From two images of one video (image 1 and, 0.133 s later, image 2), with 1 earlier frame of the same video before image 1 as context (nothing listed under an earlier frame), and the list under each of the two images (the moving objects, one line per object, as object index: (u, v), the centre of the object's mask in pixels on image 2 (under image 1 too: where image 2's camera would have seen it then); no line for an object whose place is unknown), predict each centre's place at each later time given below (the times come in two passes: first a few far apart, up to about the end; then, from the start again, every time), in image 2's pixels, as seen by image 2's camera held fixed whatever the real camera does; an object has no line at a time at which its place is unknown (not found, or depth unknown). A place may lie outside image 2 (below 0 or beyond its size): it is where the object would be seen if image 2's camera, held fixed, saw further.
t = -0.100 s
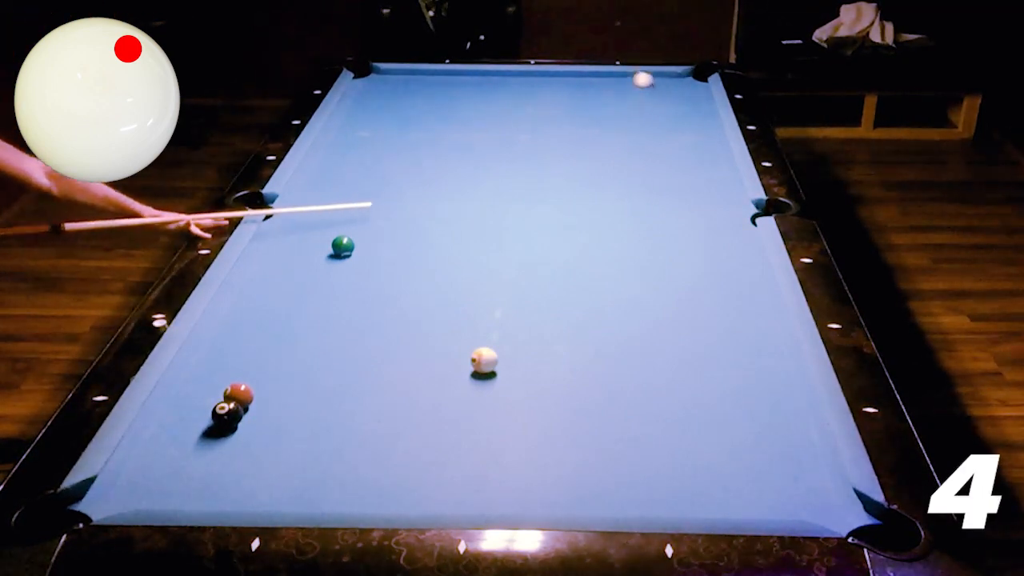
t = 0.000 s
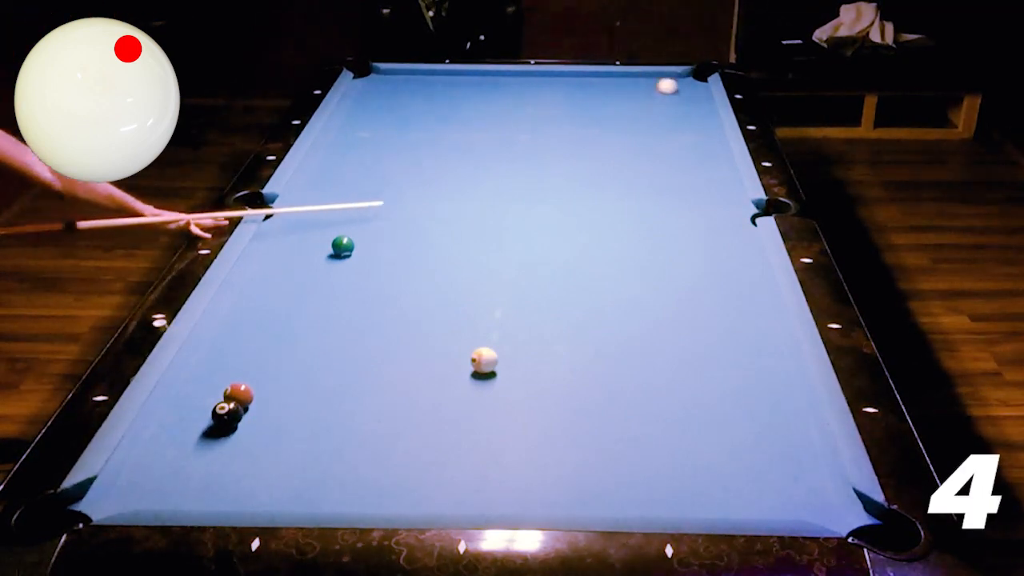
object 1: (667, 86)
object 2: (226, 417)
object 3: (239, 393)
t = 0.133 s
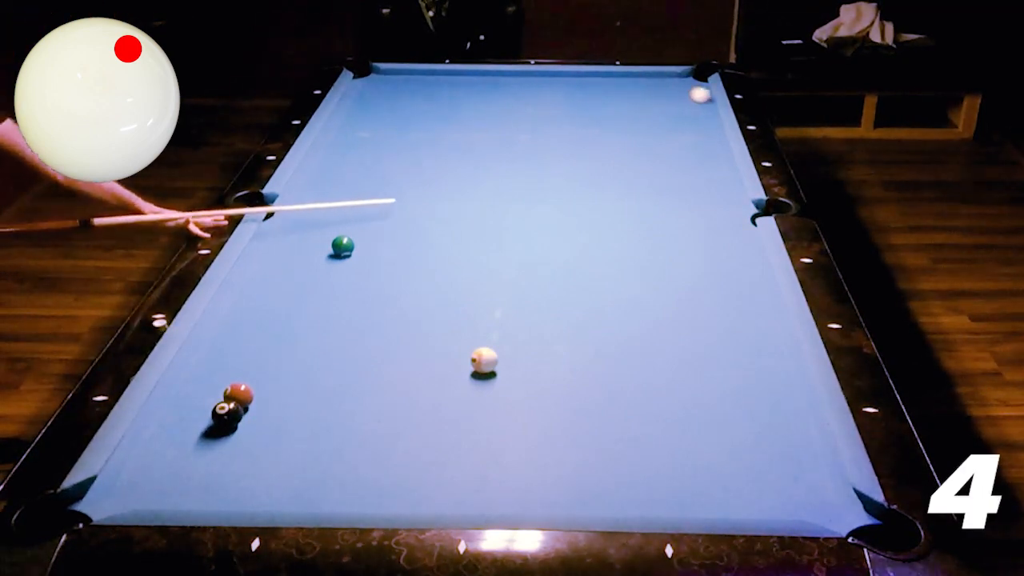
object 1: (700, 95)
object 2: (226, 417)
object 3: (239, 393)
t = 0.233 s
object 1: (697, 102)
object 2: (226, 417)
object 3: (239, 393)
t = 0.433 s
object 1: (676, 116)
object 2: (226, 417)
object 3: (239, 393)
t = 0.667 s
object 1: (650, 133)
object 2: (226, 417)
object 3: (239, 393)
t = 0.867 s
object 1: (627, 149)
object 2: (226, 417)
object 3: (239, 393)
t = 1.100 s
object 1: (599, 168)
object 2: (226, 417)
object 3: (239, 393)
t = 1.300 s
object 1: (573, 186)
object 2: (226, 417)
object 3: (239, 393)
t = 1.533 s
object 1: (542, 206)
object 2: (226, 417)
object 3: (239, 393)
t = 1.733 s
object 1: (514, 226)
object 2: (226, 417)
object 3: (239, 393)
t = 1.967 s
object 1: (480, 249)
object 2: (226, 417)
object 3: (239, 393)
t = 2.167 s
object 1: (449, 269)
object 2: (226, 417)
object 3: (239, 393)
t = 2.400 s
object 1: (410, 295)
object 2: (226, 417)
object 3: (239, 393)
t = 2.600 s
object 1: (375, 318)
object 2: (226, 417)
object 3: (239, 393)
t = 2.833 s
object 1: (331, 347)
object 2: (226, 417)
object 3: (239, 393)
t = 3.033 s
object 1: (291, 373)
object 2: (226, 417)
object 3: (239, 393)
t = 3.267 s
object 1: (267, 393)
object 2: (223, 424)
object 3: (222, 397)
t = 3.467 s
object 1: (264, 404)
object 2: (216, 432)
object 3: (201, 398)
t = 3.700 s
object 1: (261, 416)
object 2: (209, 443)
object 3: (178, 399)
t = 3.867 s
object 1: (260, 425)
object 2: (206, 447)
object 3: (164, 399)
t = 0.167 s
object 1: (704, 98)
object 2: (226, 417)
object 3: (239, 393)
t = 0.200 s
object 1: (700, 99)
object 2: (226, 417)
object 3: (239, 393)
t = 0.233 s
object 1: (697, 102)
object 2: (226, 417)
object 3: (239, 393)
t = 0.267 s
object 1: (693, 104)
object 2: (226, 417)
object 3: (239, 393)
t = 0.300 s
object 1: (689, 106)
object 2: (226, 417)
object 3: (239, 393)
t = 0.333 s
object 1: (686, 109)
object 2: (226, 417)
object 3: (239, 393)
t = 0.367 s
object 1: (683, 111)
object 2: (226, 417)
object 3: (239, 393)
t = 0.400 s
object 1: (679, 113)
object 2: (226, 417)
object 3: (239, 393)
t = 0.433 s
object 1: (676, 116)
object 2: (226, 417)
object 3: (239, 393)
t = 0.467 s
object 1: (672, 119)
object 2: (226, 417)
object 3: (239, 393)
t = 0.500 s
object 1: (668, 121)
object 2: (226, 417)
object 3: (239, 393)
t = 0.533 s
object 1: (665, 124)
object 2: (226, 417)
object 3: (239, 393)
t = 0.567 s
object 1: (661, 126)
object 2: (226, 417)
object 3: (239, 393)
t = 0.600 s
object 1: (658, 128)
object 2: (226, 417)
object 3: (239, 393)
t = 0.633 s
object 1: (654, 131)
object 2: (226, 417)
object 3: (239, 393)
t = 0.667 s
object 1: (650, 133)
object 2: (226, 417)
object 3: (239, 393)
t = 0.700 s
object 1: (646, 136)
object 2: (226, 417)
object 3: (239, 393)
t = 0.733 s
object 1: (642, 138)
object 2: (226, 417)
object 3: (239, 393)
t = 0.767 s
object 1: (639, 141)
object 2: (226, 417)
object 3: (239, 393)
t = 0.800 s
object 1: (635, 144)
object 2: (226, 417)
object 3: (239, 393)
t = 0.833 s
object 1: (631, 146)
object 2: (226, 417)
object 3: (239, 393)
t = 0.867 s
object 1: (627, 149)
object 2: (226, 417)
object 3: (239, 393)
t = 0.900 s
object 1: (623, 151)
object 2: (226, 417)
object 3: (239, 393)
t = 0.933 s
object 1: (619, 154)
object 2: (226, 417)
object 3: (239, 393)
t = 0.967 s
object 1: (615, 157)
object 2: (226, 417)
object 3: (239, 393)
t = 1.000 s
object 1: (611, 160)
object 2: (226, 417)
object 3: (239, 393)
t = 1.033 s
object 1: (607, 163)
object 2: (226, 417)
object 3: (239, 393)
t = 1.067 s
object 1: (603, 166)
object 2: (226, 417)
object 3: (239, 393)
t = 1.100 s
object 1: (599, 168)
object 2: (226, 417)
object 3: (239, 393)
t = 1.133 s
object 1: (594, 171)
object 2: (226, 417)
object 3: (239, 393)
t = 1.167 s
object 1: (590, 174)
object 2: (226, 417)
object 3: (239, 393)
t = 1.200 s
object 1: (586, 177)
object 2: (226, 417)
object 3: (239, 393)
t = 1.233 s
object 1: (582, 179)
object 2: (226, 417)
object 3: (239, 393)
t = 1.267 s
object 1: (578, 183)
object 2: (226, 417)
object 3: (239, 393)
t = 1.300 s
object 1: (573, 186)
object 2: (226, 417)
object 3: (239, 393)
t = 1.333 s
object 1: (569, 188)
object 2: (226, 417)
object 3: (239, 393)
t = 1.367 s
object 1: (564, 191)
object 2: (226, 417)
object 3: (239, 393)
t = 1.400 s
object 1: (560, 194)
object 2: (226, 417)
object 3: (239, 393)
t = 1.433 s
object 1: (556, 197)
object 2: (226, 417)
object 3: (239, 393)
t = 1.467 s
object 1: (551, 201)
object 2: (226, 417)
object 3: (239, 393)
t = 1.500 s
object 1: (547, 203)
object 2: (226, 417)
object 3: (239, 393)
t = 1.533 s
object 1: (542, 206)
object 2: (226, 417)
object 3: (239, 393)
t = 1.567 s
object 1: (538, 210)
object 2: (226, 417)
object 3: (239, 393)
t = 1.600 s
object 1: (533, 213)
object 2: (226, 417)
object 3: (239, 393)
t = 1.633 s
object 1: (528, 216)
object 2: (226, 417)
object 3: (239, 393)
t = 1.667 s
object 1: (524, 219)
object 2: (226, 417)
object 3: (239, 393)
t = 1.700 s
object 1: (519, 222)
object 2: (226, 417)
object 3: (239, 393)
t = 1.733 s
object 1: (514, 226)
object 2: (226, 417)
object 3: (239, 393)
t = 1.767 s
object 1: (510, 229)
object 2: (226, 417)
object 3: (239, 393)
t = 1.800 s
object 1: (505, 232)
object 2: (226, 417)
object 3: (239, 393)
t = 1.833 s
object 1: (500, 235)
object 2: (226, 417)
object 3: (239, 393)
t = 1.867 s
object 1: (495, 238)
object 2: (226, 417)
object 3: (239, 393)
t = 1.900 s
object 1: (490, 242)
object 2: (226, 417)
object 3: (239, 393)
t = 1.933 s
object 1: (485, 245)
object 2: (226, 417)
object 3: (239, 393)
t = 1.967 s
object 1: (480, 249)
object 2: (226, 417)
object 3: (239, 393)
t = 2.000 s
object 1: (475, 252)
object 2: (226, 417)
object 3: (239, 393)
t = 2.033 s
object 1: (470, 255)
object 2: (226, 417)
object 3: (239, 393)
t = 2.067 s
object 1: (465, 259)
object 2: (226, 417)
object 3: (239, 393)
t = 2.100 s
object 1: (460, 262)
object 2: (226, 417)
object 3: (239, 393)
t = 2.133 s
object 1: (454, 266)
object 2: (226, 417)
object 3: (239, 393)
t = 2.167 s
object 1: (449, 269)
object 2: (226, 417)
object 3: (239, 393)
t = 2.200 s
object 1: (443, 273)
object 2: (226, 417)
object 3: (239, 393)
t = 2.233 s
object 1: (438, 276)
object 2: (226, 417)
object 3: (239, 393)
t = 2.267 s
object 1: (432, 280)
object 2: (226, 417)
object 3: (239, 393)
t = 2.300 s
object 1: (426, 284)
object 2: (226, 417)
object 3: (239, 393)
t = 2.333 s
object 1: (421, 287)
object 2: (226, 417)
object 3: (239, 393)
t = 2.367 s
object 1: (415, 291)
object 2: (226, 417)
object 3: (239, 393)
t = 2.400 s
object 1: (410, 295)
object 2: (226, 417)
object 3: (239, 393)
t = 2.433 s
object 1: (404, 299)
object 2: (226, 417)
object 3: (239, 393)
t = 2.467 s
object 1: (398, 302)
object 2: (226, 417)
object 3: (239, 393)
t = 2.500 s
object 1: (392, 306)
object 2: (226, 417)
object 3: (239, 393)
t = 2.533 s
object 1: (387, 310)
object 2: (226, 417)
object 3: (239, 393)
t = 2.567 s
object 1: (380, 314)
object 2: (226, 417)
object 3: (239, 393)
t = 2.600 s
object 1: (375, 318)
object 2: (226, 417)
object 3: (239, 393)
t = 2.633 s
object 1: (368, 322)
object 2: (226, 417)
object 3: (239, 393)
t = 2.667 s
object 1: (362, 326)
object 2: (226, 417)
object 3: (239, 393)
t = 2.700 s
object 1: (356, 330)
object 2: (226, 417)
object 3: (239, 393)
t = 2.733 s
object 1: (350, 335)
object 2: (226, 417)
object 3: (239, 393)
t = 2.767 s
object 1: (344, 339)
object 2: (226, 417)
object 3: (239, 393)
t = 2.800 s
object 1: (337, 343)
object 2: (226, 417)
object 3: (239, 393)
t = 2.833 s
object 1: (331, 347)
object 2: (226, 417)
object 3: (239, 393)
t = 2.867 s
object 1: (324, 351)
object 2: (226, 417)
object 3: (239, 393)
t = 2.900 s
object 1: (317, 356)
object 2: (226, 417)
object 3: (239, 393)
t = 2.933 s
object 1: (311, 360)
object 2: (226, 417)
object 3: (239, 393)
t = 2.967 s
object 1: (304, 365)
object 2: (226, 417)
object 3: (239, 393)
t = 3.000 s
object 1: (297, 369)
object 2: (226, 417)
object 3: (239, 393)
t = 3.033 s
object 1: (291, 373)
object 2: (226, 417)
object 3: (239, 393)
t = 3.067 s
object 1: (284, 378)
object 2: (226, 417)
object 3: (239, 393)
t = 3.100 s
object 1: (277, 383)
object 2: (226, 417)
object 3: (239, 393)
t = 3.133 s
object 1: (271, 387)
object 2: (226, 417)
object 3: (239, 393)
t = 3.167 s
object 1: (266, 390)
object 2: (226, 417)
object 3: (238, 394)
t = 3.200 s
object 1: (267, 390)
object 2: (225, 419)
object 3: (231, 394)
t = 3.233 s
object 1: (267, 392)
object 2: (225, 420)
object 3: (227, 396)
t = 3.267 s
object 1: (267, 393)
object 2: (223, 424)
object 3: (222, 397)
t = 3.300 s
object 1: (266, 394)
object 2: (223, 425)
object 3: (219, 397)
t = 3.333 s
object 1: (266, 396)
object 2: (222, 427)
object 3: (215, 399)
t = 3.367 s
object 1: (265, 398)
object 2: (220, 428)
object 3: (212, 398)
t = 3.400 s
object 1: (265, 400)
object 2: (218, 429)
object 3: (209, 398)
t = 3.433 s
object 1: (264, 402)
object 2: (217, 431)
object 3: (205, 398)
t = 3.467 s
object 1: (264, 404)
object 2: (216, 432)
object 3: (201, 398)
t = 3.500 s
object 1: (264, 405)
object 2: (215, 434)
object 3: (198, 398)
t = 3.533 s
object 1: (263, 407)
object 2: (214, 436)
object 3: (195, 398)
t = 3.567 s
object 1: (263, 409)
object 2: (213, 437)
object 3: (191, 399)
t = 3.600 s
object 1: (262, 411)
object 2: (212, 438)
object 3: (188, 399)
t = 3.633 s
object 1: (262, 413)
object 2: (211, 440)
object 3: (185, 399)
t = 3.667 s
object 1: (262, 415)
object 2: (210, 442)
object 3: (182, 399)
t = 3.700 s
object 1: (261, 416)
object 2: (209, 443)
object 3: (178, 399)
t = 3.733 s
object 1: (261, 418)
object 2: (209, 444)
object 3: (175, 399)
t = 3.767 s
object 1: (261, 420)
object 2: (208, 443)
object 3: (172, 399)
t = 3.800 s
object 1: (261, 421)
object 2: (207, 445)
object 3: (170, 399)
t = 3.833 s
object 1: (260, 423)
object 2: (207, 446)
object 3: (167, 399)
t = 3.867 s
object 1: (260, 425)
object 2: (206, 447)
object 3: (164, 399)
